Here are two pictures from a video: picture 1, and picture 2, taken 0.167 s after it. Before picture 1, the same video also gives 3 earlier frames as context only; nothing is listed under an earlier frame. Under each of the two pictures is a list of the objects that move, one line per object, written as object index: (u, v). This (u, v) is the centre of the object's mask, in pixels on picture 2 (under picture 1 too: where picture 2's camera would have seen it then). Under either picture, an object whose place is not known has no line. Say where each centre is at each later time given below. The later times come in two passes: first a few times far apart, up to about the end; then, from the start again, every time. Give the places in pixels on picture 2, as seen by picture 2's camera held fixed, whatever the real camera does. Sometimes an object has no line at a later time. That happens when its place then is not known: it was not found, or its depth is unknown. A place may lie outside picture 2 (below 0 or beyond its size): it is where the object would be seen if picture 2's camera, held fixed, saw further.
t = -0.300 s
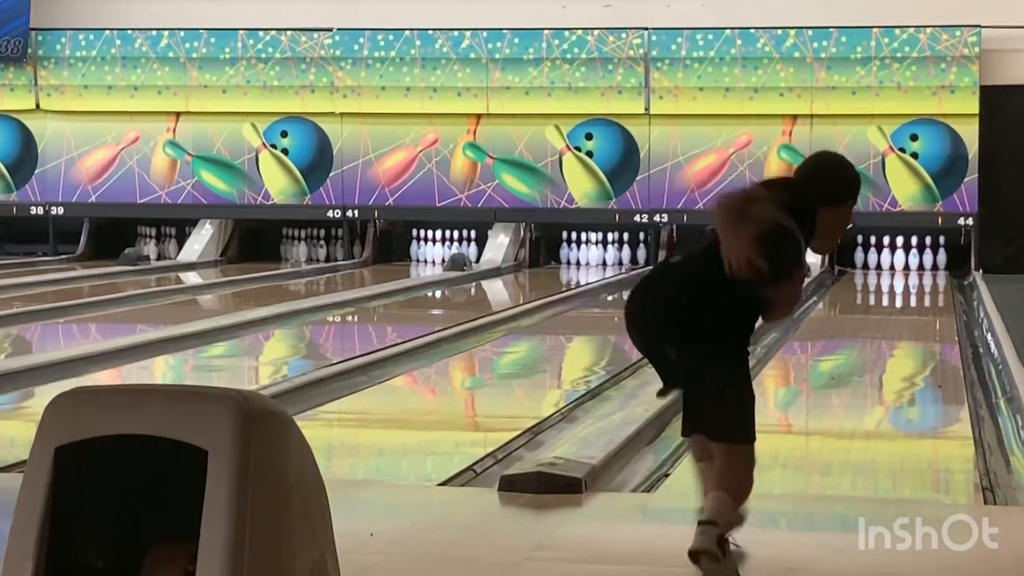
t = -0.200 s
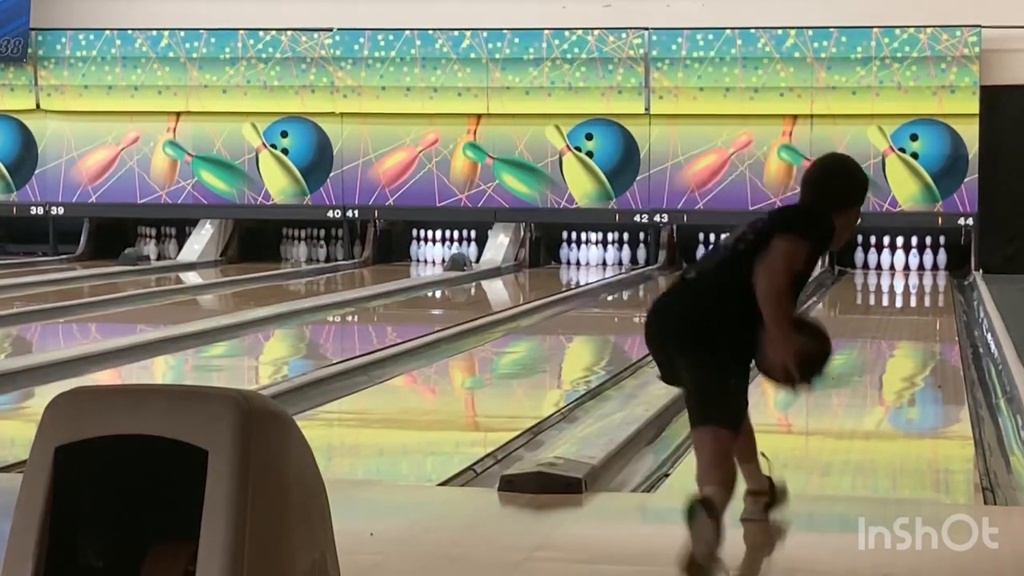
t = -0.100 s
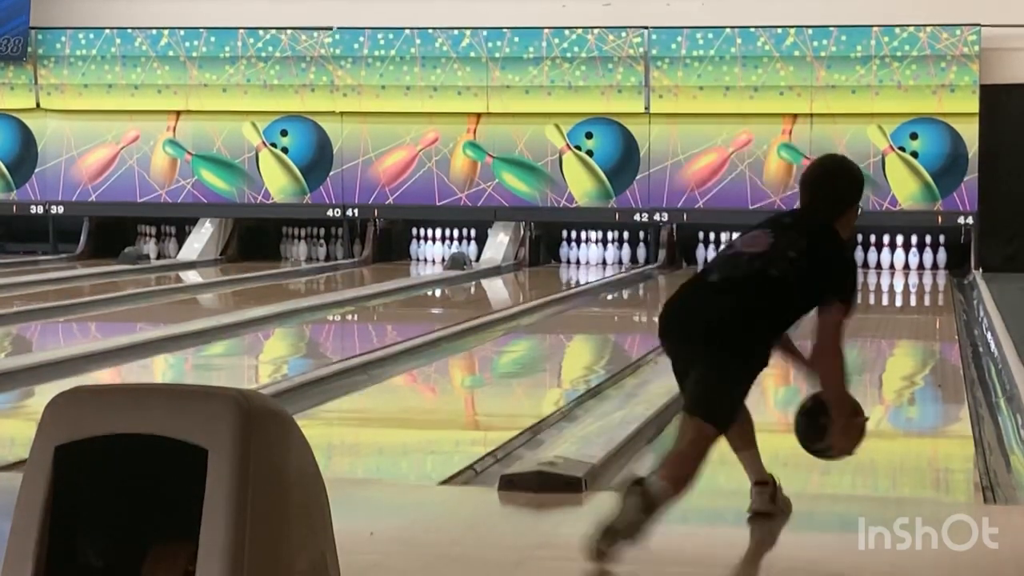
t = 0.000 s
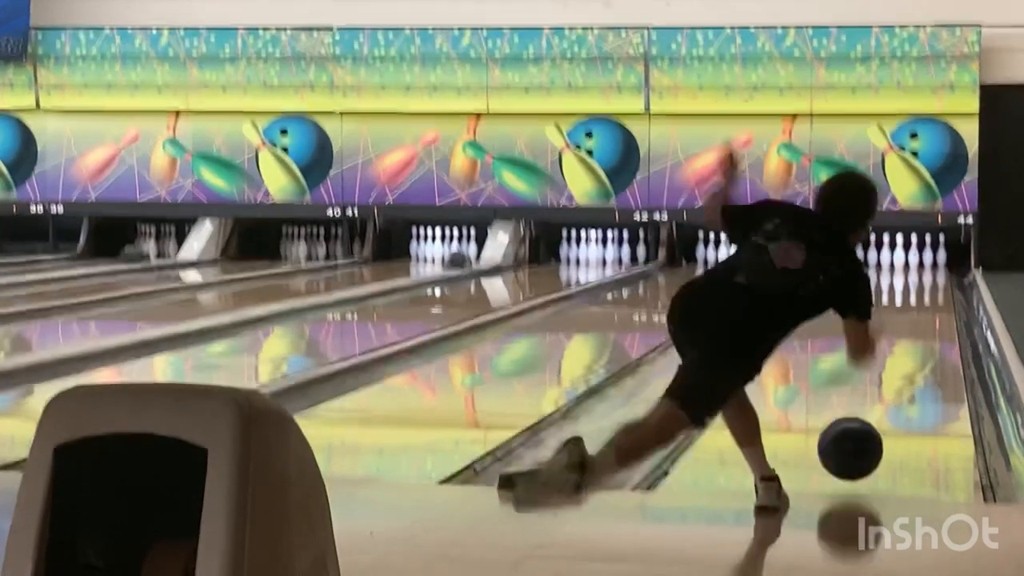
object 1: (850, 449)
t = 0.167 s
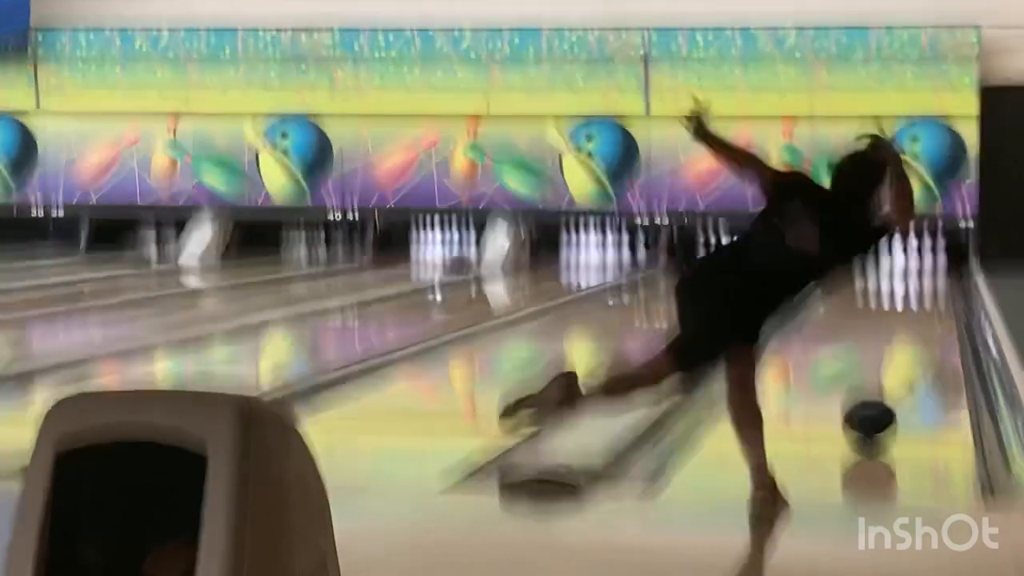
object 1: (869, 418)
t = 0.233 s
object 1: (874, 410)
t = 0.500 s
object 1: (894, 368)
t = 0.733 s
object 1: (904, 343)
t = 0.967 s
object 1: (911, 324)
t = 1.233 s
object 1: (917, 306)
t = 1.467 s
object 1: (920, 294)
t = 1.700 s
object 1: (920, 284)
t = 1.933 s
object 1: (918, 276)
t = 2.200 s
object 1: (912, 269)
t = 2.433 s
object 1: (903, 263)
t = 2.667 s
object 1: (896, 260)
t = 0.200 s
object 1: (872, 417)
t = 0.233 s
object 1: (874, 410)
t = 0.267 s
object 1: (878, 401)
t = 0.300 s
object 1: (880, 397)
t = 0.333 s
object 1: (883, 392)
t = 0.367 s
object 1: (885, 385)
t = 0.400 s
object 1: (887, 382)
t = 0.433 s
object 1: (889, 378)
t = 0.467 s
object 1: (892, 372)
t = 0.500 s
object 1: (894, 368)
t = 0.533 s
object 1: (895, 364)
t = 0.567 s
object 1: (897, 361)
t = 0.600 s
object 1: (898, 357)
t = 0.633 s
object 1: (900, 353)
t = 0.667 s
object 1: (901, 350)
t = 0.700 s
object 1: (903, 346)
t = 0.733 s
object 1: (904, 343)
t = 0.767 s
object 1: (905, 340)
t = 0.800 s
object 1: (906, 337)
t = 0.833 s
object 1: (908, 334)
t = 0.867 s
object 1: (909, 332)
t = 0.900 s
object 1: (909, 329)
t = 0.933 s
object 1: (910, 327)
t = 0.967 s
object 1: (911, 324)
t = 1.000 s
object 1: (912, 322)
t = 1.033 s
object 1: (913, 320)
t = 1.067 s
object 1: (914, 318)
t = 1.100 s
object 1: (915, 316)
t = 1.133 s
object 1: (915, 313)
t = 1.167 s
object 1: (916, 311)
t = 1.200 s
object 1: (917, 308)
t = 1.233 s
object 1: (917, 306)
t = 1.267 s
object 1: (918, 304)
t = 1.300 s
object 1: (918, 302)
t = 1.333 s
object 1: (919, 300)
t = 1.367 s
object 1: (919, 299)
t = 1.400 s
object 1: (919, 297)
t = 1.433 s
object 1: (920, 295)
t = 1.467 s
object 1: (920, 294)
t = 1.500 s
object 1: (920, 292)
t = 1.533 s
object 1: (920, 291)
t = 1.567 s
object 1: (920, 289)
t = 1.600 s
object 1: (920, 288)
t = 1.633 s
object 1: (920, 287)
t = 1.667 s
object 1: (920, 286)
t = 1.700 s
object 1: (920, 284)
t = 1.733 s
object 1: (920, 283)
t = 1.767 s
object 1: (920, 282)
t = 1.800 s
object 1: (920, 281)
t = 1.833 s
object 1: (920, 280)
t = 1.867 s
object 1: (919, 278)
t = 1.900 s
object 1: (919, 277)
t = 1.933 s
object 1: (918, 276)
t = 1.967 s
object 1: (918, 275)
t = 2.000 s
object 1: (917, 274)
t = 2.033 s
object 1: (916, 273)
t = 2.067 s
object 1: (915, 272)
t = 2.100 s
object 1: (914, 271)
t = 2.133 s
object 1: (914, 270)
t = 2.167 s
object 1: (913, 270)
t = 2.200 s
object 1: (912, 269)
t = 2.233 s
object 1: (911, 268)
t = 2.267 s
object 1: (909, 267)
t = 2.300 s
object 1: (909, 266)
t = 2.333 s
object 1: (907, 265)
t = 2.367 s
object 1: (906, 264)
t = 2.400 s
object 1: (904, 264)
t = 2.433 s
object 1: (903, 263)
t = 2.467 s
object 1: (902, 262)
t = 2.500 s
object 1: (900, 261)
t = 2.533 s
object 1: (901, 261)
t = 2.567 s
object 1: (900, 261)
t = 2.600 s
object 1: (898, 260)
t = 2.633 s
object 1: (897, 261)
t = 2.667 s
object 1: (896, 260)
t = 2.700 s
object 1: (893, 259)
